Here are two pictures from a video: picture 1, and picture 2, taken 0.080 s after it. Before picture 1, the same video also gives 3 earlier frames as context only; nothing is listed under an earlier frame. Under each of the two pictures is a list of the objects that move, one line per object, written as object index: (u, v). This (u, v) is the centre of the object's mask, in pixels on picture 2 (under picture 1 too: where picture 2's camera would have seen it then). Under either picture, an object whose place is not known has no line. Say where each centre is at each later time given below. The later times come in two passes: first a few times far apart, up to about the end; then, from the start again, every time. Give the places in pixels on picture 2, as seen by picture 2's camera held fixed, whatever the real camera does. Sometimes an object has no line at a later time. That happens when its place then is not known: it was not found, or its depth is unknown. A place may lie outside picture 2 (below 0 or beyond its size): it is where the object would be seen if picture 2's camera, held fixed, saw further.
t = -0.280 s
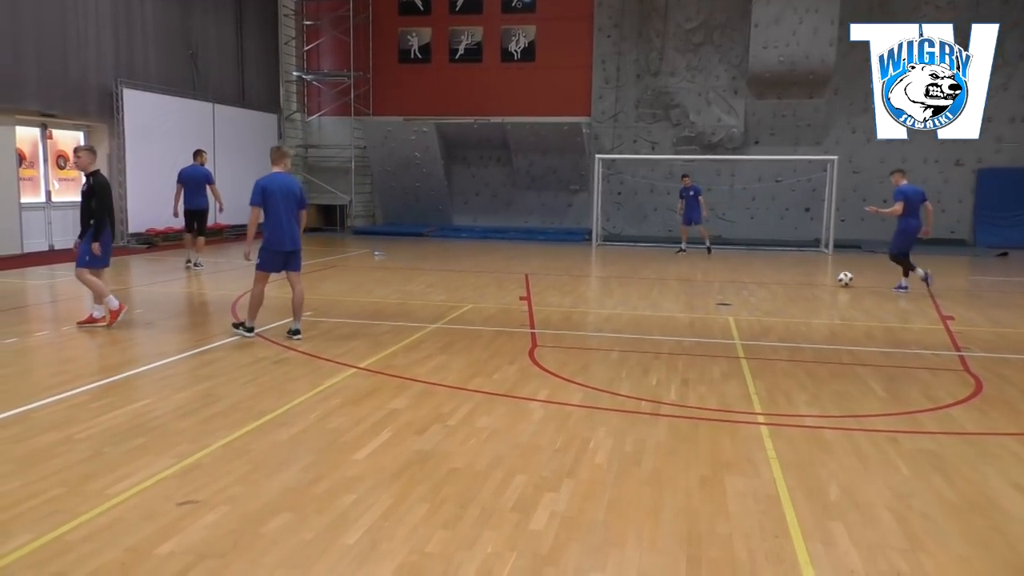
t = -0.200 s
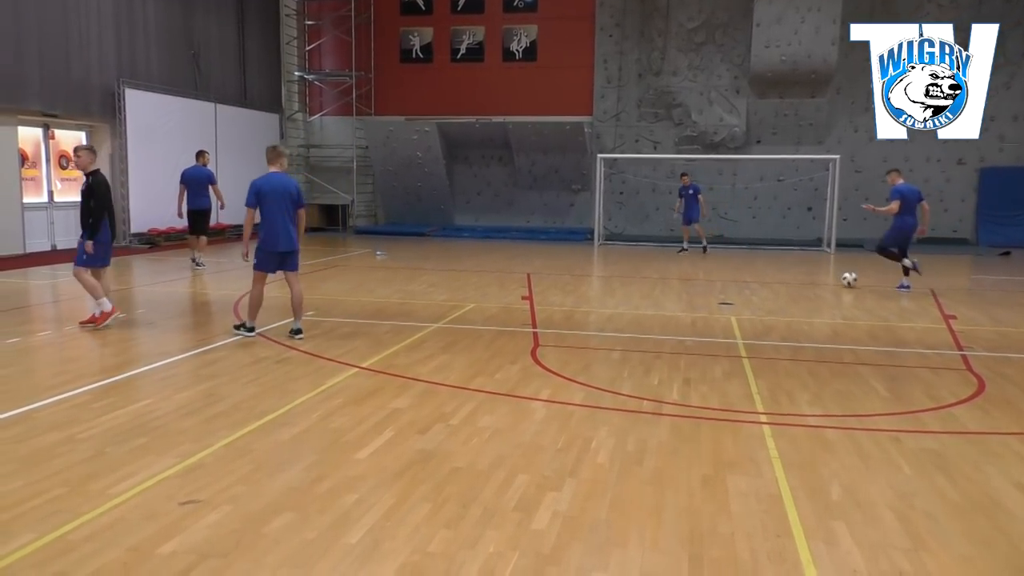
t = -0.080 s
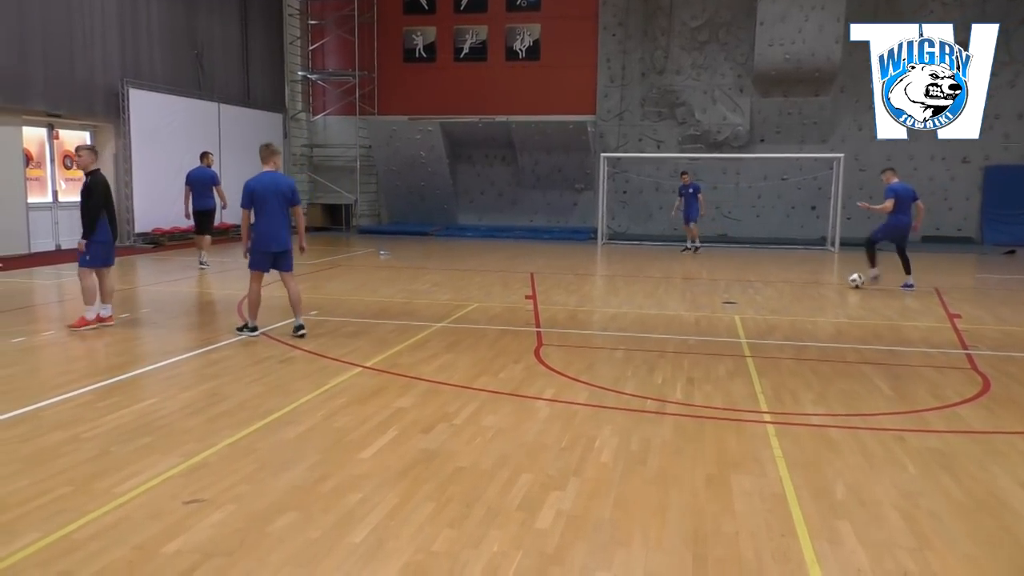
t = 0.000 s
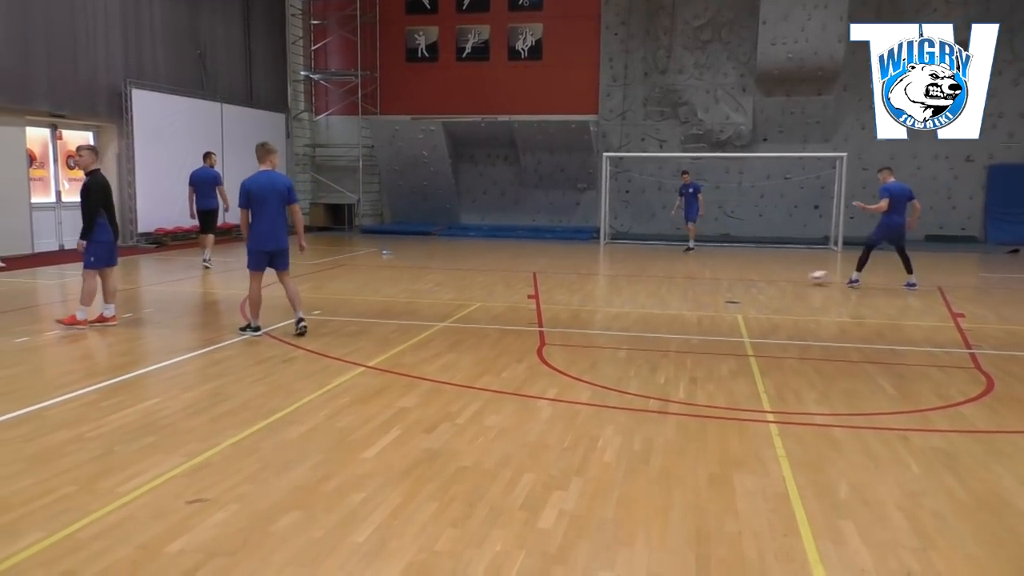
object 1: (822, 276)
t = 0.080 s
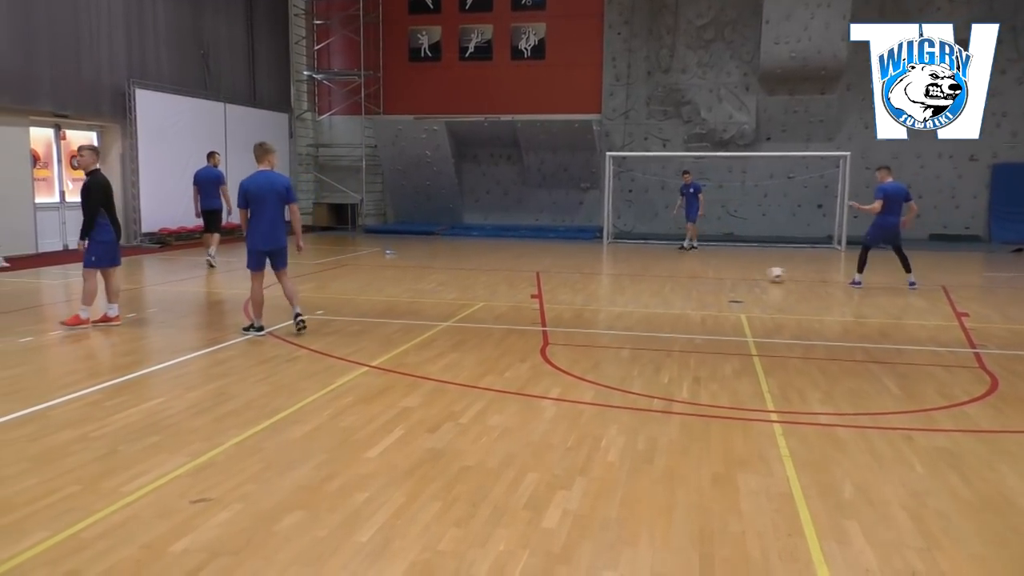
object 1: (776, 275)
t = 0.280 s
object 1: (683, 270)
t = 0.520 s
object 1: (599, 267)
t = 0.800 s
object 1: (519, 263)
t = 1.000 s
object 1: (466, 262)
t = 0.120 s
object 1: (755, 274)
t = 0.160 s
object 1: (736, 274)
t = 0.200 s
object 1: (718, 272)
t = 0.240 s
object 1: (700, 271)
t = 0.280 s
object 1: (683, 270)
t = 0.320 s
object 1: (667, 270)
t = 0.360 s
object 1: (652, 269)
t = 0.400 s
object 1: (638, 268)
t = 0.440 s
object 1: (624, 267)
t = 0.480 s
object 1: (611, 267)
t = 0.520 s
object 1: (599, 267)
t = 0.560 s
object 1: (587, 266)
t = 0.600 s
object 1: (575, 266)
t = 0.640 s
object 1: (564, 265)
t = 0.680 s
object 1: (552, 265)
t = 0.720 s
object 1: (541, 264)
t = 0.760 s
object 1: (530, 264)
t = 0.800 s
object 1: (519, 263)
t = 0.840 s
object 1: (508, 263)
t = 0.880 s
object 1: (498, 262)
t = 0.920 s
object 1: (487, 262)
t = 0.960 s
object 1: (476, 262)
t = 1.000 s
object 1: (466, 262)
